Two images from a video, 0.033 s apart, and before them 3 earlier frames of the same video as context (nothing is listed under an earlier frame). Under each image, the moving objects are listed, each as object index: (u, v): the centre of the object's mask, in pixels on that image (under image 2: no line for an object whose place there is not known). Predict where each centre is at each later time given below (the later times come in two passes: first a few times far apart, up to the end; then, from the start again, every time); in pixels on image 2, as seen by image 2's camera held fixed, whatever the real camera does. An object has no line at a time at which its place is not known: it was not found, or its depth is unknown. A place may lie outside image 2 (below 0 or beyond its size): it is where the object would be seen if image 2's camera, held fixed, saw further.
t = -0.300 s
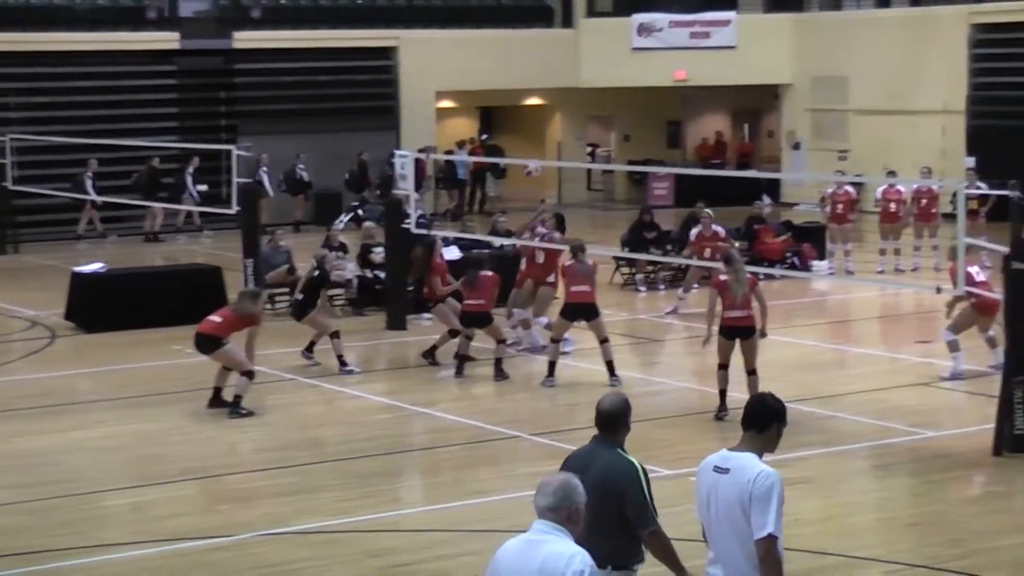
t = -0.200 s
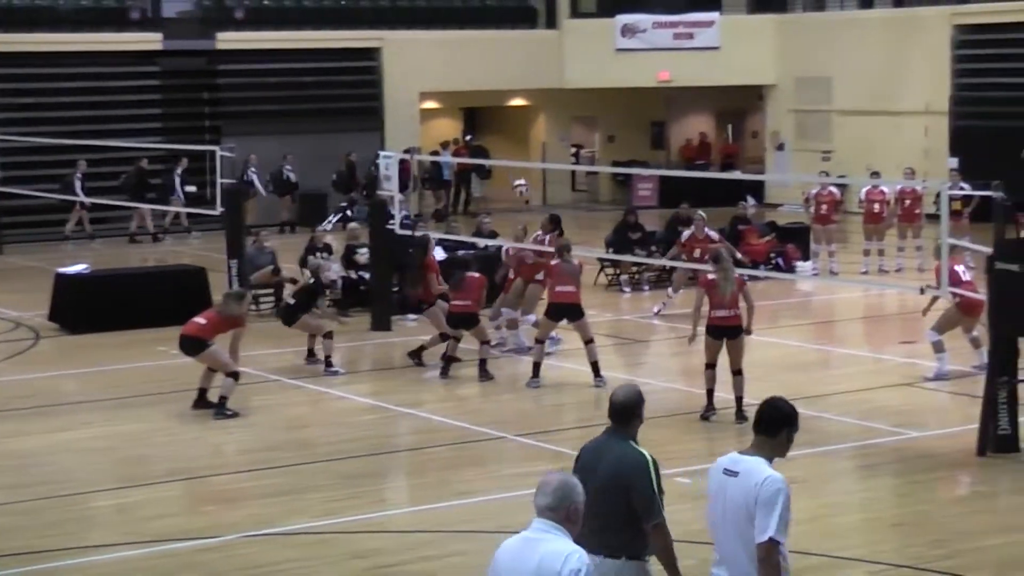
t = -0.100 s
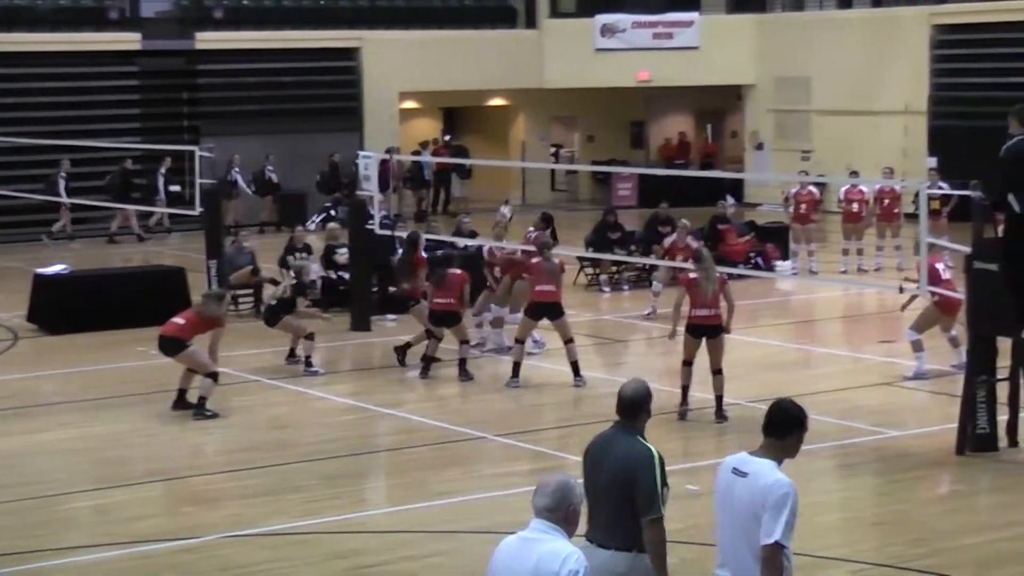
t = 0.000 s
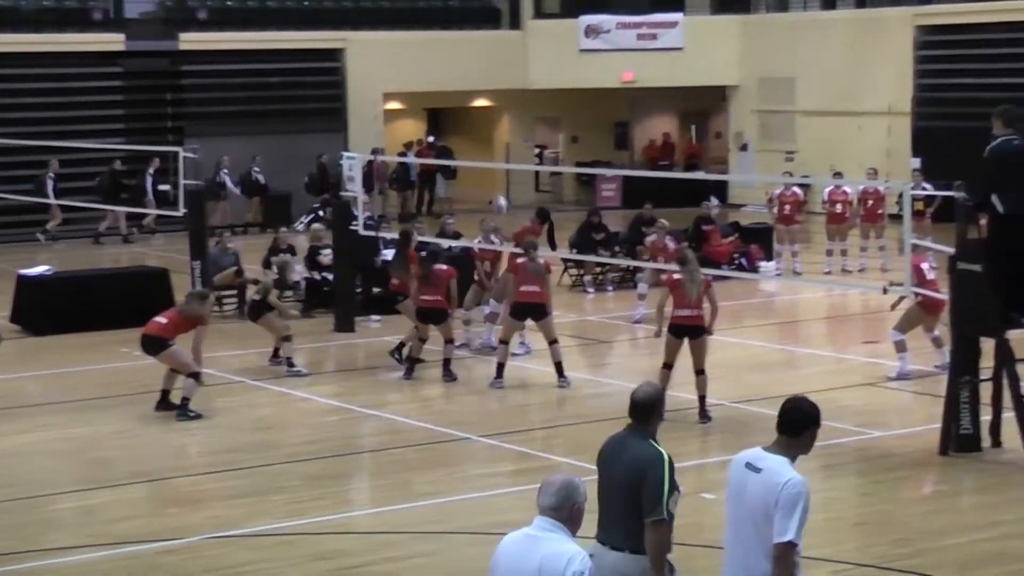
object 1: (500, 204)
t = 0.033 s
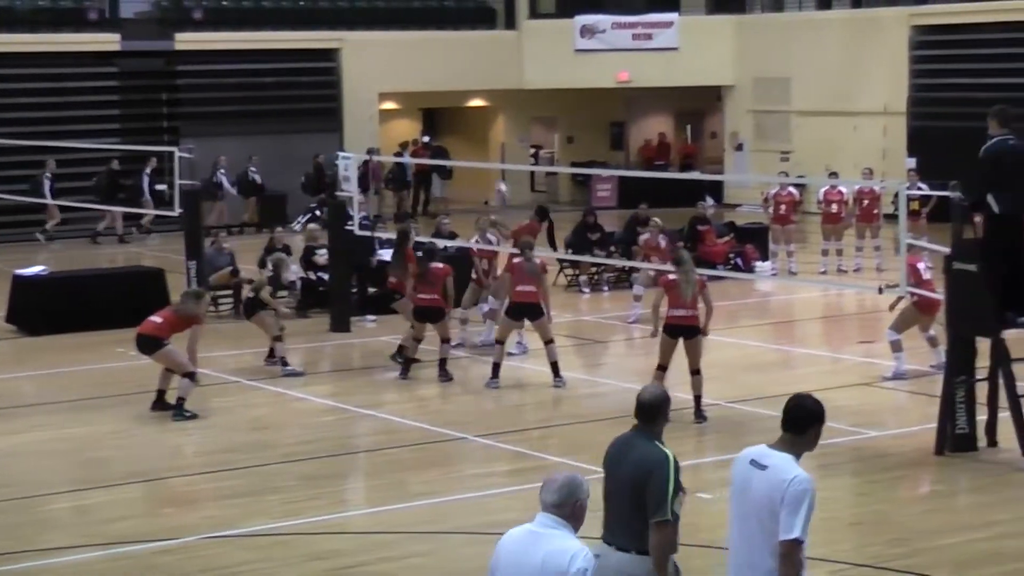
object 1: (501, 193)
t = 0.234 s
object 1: (529, 125)
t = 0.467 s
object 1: (560, 93)
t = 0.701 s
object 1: (590, 102)
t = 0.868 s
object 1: (610, 134)
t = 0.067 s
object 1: (505, 178)
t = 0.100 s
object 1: (509, 160)
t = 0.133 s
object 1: (516, 153)
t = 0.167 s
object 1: (520, 143)
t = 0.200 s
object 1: (525, 132)
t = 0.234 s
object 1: (529, 125)
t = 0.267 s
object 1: (533, 118)
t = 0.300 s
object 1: (538, 111)
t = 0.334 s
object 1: (543, 106)
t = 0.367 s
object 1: (547, 101)
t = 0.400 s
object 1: (551, 97)
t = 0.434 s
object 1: (556, 95)
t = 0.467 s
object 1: (560, 93)
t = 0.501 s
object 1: (564, 92)
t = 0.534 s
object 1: (568, 91)
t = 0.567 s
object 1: (573, 92)
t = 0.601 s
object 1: (577, 93)
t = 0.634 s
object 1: (582, 95)
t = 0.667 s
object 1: (586, 98)
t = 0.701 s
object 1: (590, 102)
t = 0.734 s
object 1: (594, 107)
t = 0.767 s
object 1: (598, 113)
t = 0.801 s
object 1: (602, 119)
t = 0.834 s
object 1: (607, 126)
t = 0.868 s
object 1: (610, 134)
